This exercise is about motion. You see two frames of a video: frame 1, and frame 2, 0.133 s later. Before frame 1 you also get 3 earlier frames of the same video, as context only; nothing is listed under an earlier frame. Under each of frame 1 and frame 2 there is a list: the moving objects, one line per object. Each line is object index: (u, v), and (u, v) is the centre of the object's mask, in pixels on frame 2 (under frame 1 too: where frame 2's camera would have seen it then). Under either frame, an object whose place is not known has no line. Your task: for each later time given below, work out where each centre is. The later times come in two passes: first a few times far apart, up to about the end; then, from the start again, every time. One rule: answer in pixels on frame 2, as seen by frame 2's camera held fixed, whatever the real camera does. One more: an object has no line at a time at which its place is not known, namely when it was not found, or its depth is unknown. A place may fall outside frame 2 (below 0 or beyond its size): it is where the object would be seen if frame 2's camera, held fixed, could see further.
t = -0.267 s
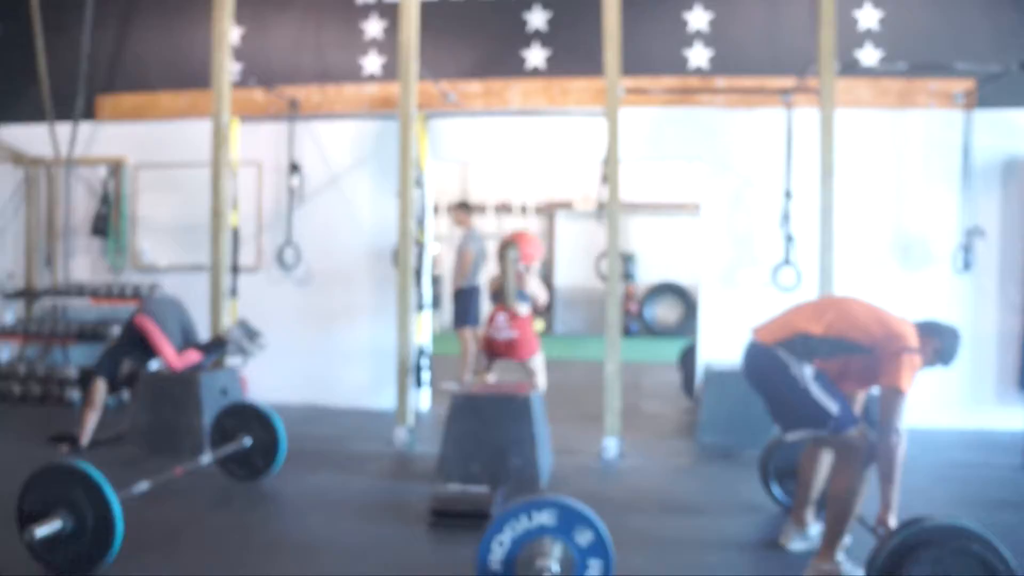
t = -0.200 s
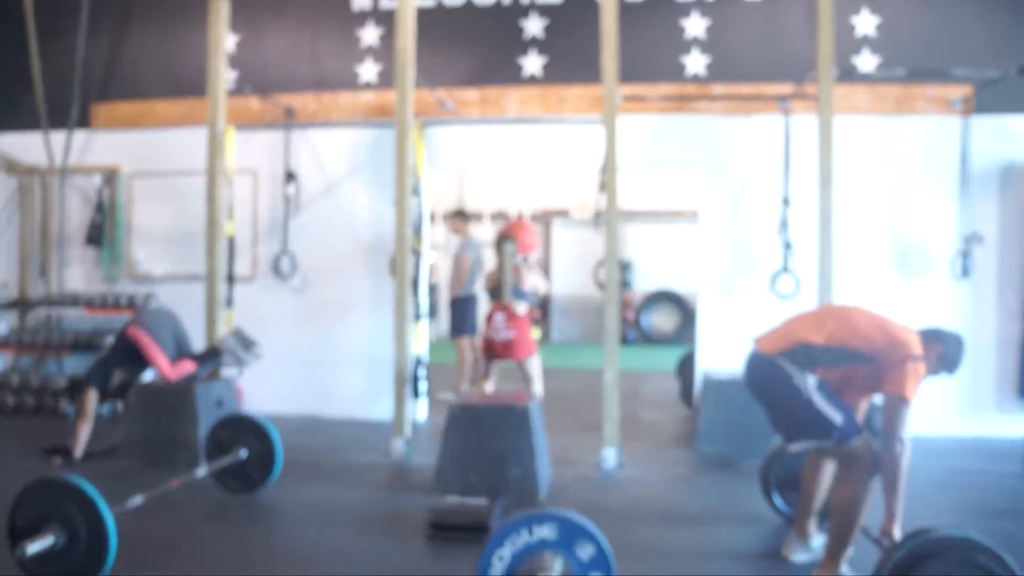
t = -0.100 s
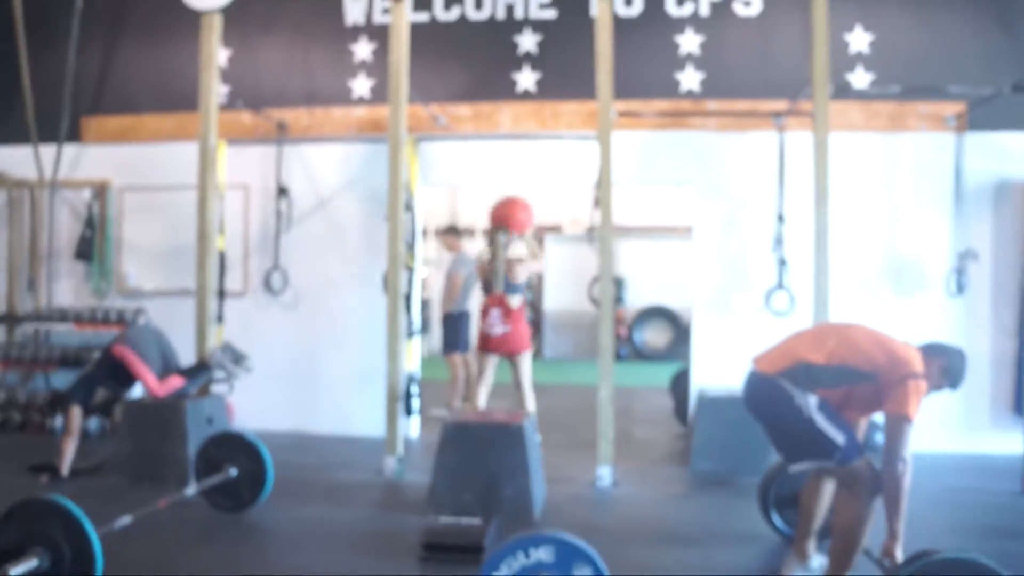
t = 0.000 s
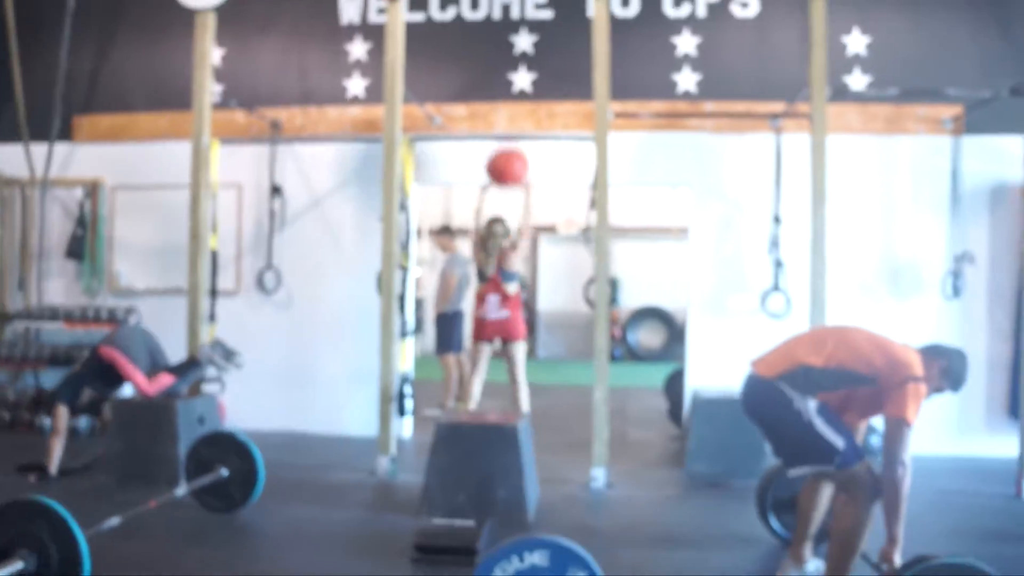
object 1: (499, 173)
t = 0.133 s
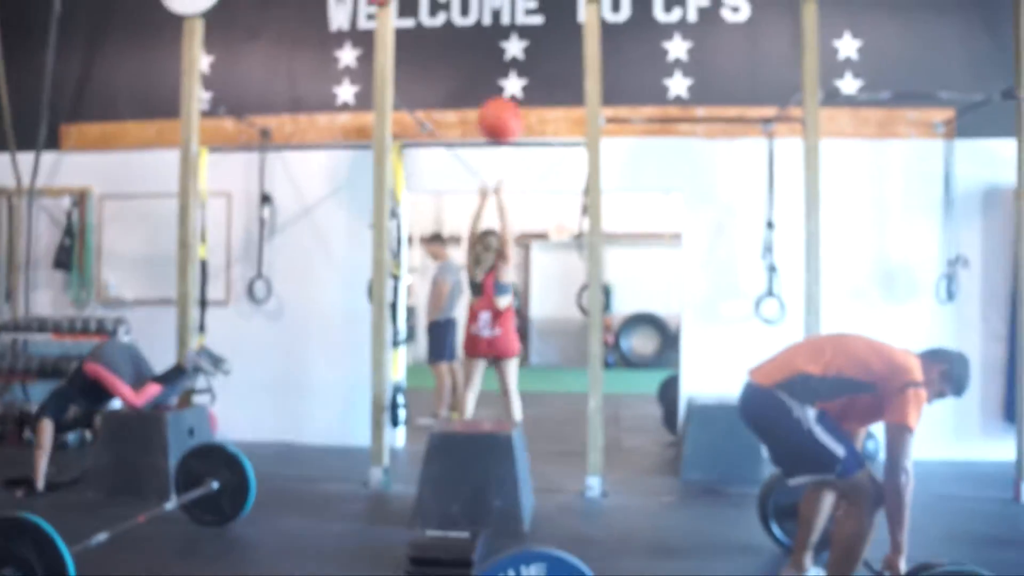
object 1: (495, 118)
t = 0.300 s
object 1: (493, 86)
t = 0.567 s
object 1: (498, 102)
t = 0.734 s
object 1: (492, 150)
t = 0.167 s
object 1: (493, 109)
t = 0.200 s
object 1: (493, 101)
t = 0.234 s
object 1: (494, 94)
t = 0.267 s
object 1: (494, 90)
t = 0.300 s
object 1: (493, 86)
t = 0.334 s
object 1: (500, 86)
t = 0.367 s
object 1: (500, 86)
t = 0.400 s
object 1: (500, 87)
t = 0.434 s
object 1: (500, 89)
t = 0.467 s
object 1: (500, 92)
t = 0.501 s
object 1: (499, 96)
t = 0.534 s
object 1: (499, 99)
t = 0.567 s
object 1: (498, 102)
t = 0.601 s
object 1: (496, 107)
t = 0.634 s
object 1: (493, 114)
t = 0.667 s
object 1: (493, 121)
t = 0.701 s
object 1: (494, 133)
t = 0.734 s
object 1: (492, 150)
